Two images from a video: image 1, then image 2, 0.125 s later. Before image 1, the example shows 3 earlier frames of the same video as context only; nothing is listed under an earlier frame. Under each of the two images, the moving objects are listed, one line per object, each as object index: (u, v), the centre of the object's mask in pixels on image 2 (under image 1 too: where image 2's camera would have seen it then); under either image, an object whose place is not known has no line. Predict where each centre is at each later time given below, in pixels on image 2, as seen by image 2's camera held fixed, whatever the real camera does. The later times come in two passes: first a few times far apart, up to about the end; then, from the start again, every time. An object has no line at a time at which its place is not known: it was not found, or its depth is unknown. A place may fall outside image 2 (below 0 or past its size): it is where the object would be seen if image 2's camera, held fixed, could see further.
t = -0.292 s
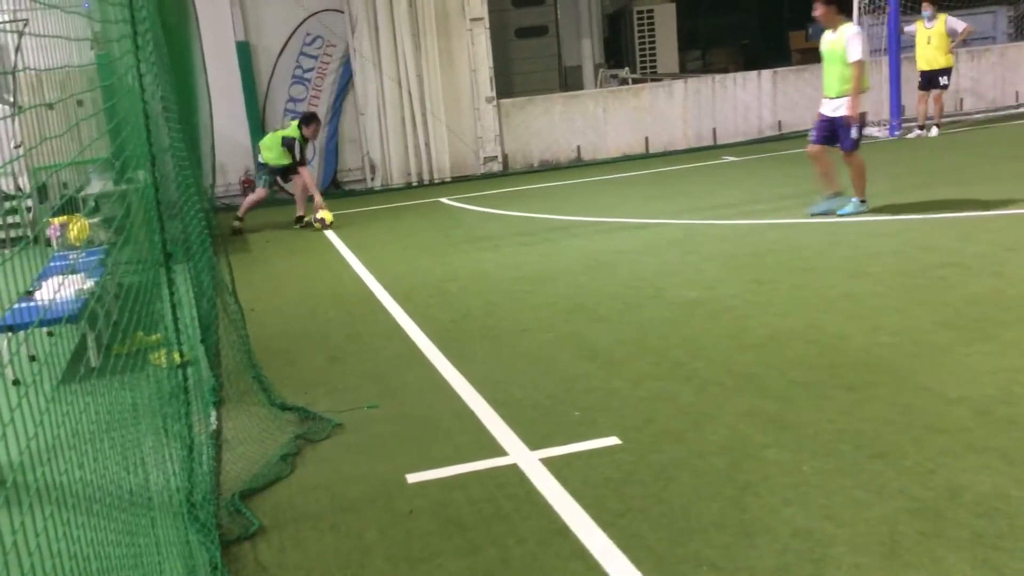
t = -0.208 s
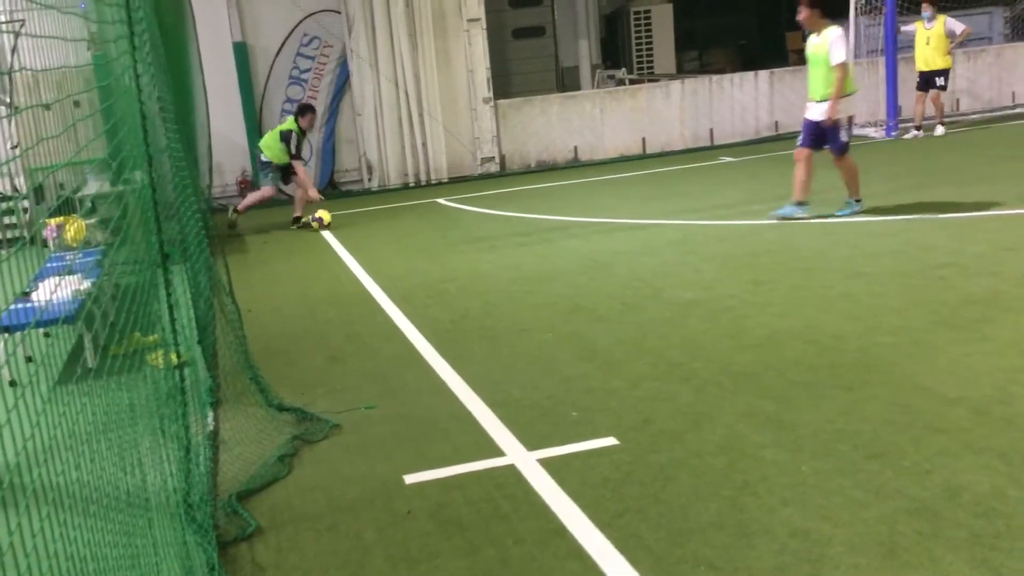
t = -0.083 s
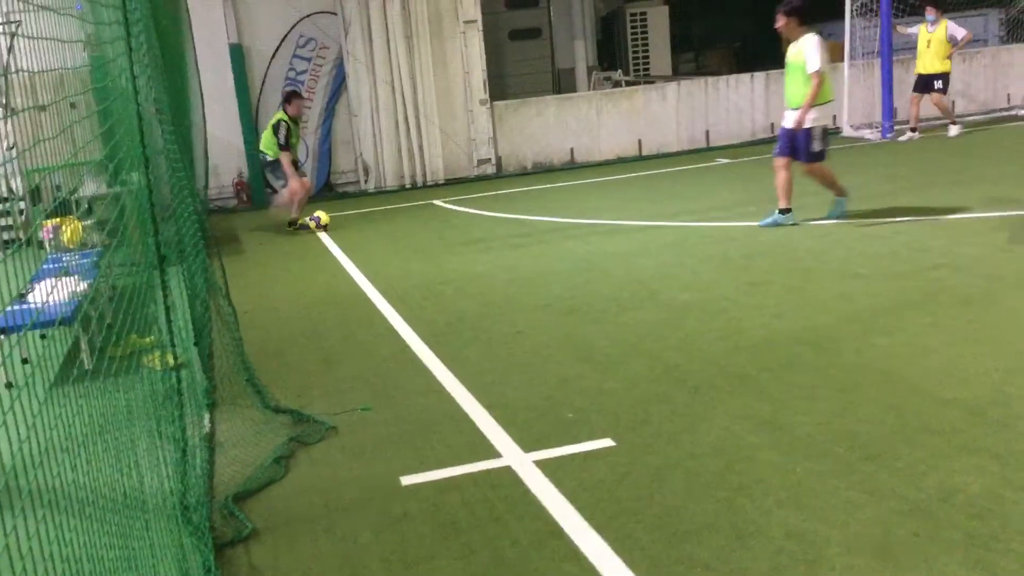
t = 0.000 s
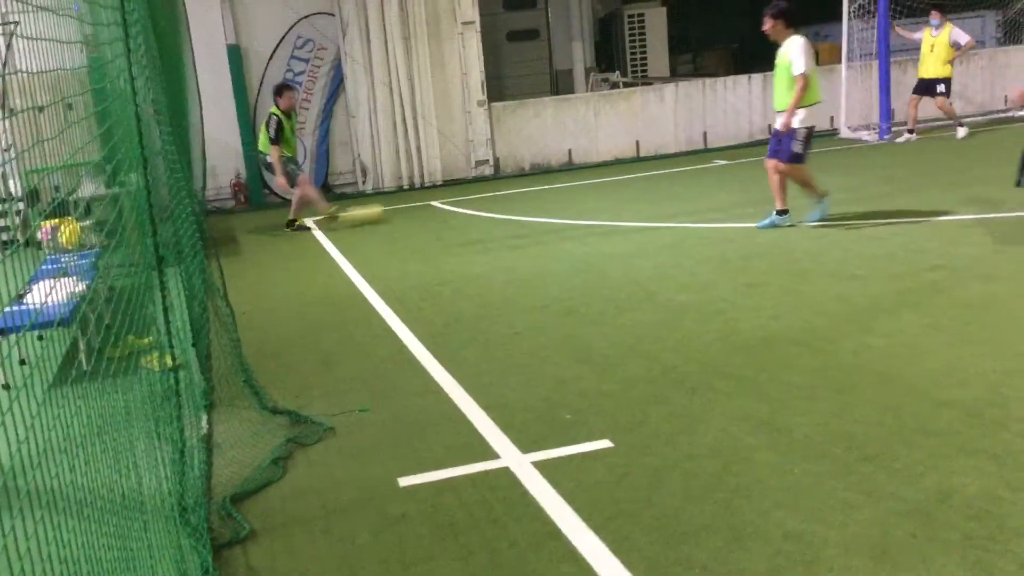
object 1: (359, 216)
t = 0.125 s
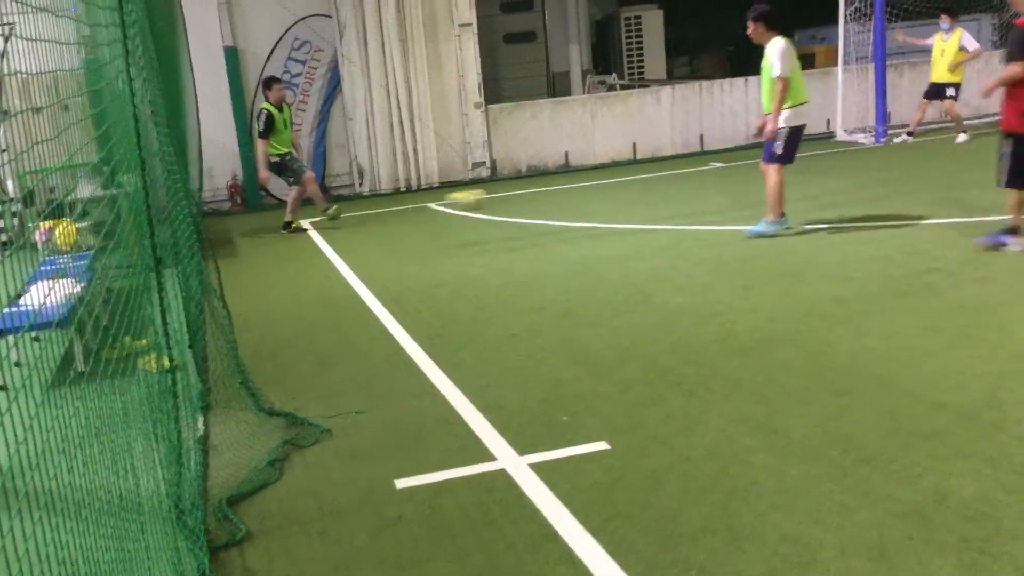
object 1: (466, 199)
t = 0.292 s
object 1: (581, 183)
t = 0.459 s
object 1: (676, 169)
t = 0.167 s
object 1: (496, 195)
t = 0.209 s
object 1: (526, 190)
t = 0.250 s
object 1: (555, 186)
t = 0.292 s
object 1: (581, 183)
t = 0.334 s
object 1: (607, 179)
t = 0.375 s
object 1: (631, 175)
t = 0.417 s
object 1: (654, 172)
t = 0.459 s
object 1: (676, 169)
